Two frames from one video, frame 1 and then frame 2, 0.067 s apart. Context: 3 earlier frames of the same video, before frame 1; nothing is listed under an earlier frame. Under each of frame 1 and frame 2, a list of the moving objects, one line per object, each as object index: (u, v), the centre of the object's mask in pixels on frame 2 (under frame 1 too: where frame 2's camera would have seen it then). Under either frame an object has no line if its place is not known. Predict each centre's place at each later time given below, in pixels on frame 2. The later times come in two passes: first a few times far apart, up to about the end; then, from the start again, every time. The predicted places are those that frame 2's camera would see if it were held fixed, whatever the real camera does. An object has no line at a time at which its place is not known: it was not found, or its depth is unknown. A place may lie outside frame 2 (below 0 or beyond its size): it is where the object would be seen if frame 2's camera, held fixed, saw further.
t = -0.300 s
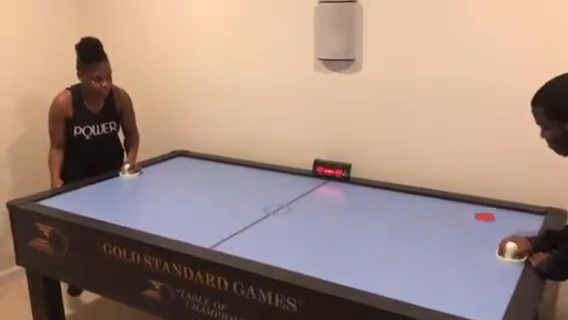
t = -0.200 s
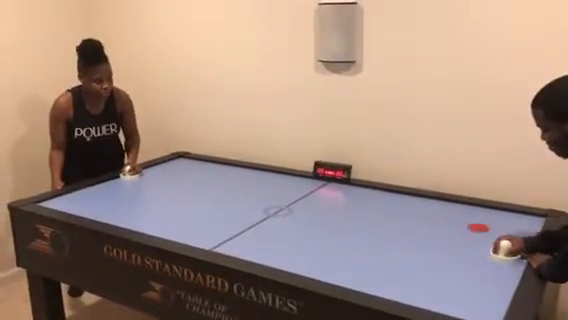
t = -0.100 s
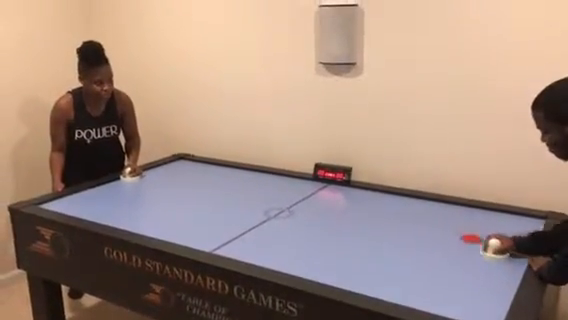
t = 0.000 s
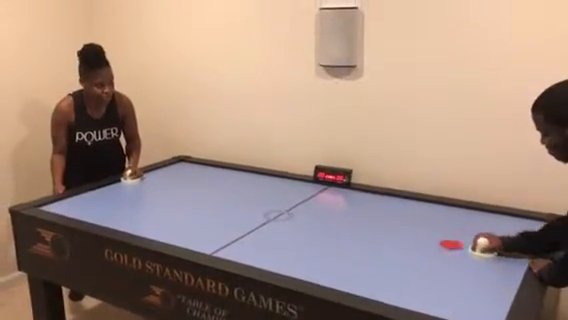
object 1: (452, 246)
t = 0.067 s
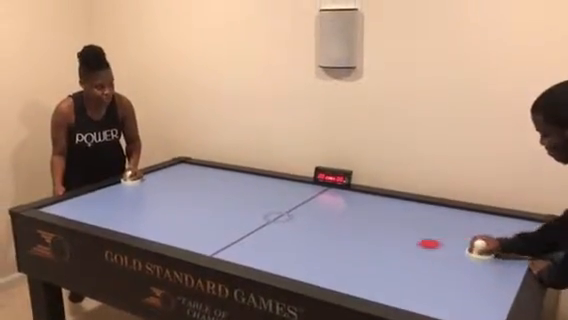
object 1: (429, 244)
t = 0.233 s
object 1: (375, 237)
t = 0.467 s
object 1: (307, 230)
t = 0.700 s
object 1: (244, 224)
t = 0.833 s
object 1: (209, 220)
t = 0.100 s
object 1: (418, 242)
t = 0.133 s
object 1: (407, 241)
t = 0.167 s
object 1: (397, 240)
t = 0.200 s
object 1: (386, 238)
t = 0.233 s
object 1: (375, 237)
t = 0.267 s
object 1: (365, 236)
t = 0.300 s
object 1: (355, 235)
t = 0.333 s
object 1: (346, 234)
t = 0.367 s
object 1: (336, 233)
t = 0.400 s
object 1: (326, 232)
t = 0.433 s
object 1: (316, 231)
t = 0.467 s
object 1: (307, 230)
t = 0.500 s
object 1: (298, 229)
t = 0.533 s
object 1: (289, 228)
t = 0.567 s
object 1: (280, 227)
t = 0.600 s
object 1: (270, 226)
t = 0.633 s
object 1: (262, 225)
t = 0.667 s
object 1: (253, 224)
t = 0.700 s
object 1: (244, 224)
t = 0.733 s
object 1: (235, 223)
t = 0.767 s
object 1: (227, 222)
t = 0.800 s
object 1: (217, 221)
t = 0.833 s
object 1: (209, 220)
